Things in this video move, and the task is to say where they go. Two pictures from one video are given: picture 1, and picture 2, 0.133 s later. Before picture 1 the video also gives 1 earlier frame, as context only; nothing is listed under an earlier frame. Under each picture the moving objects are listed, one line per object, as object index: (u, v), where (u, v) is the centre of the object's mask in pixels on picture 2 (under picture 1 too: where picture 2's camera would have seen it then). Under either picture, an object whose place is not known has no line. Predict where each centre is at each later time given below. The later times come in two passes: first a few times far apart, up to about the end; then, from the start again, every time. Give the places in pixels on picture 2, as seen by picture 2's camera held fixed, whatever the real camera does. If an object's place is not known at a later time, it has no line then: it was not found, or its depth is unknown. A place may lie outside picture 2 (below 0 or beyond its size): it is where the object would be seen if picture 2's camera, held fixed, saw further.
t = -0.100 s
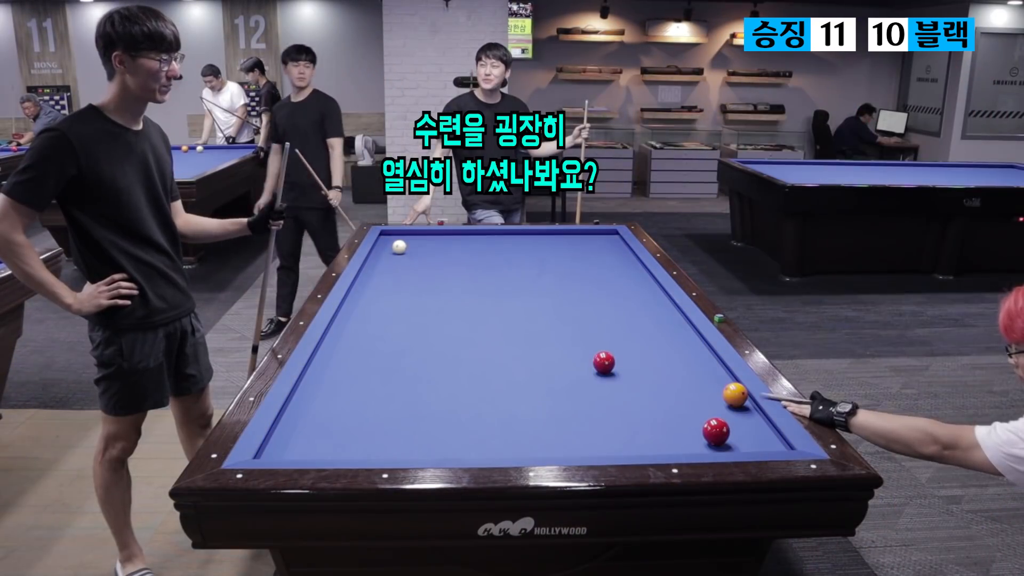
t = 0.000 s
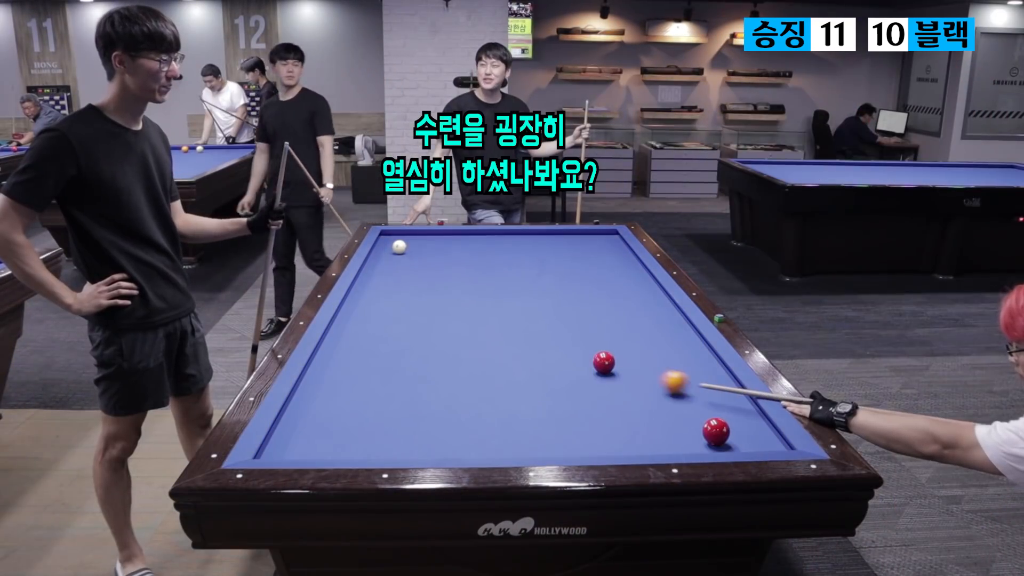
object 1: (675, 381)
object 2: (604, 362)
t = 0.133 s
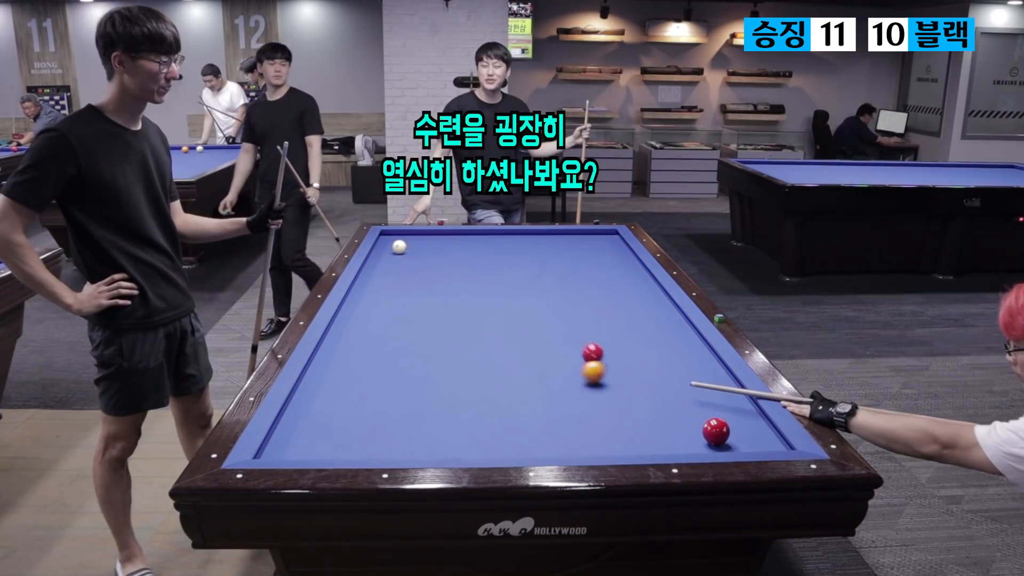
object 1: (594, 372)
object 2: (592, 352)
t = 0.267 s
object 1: (530, 376)
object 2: (567, 335)
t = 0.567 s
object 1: (381, 377)
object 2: (529, 307)
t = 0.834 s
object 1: (355, 380)
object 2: (501, 287)
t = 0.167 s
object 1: (578, 373)
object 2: (585, 349)
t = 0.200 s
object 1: (563, 375)
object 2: (579, 344)
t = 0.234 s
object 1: (547, 375)
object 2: (573, 339)
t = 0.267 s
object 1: (530, 376)
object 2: (567, 335)
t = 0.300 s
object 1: (514, 376)
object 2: (562, 331)
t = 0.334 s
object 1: (497, 376)
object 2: (557, 328)
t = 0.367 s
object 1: (480, 376)
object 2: (553, 325)
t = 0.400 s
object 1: (464, 377)
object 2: (549, 322)
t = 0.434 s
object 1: (447, 377)
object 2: (545, 319)
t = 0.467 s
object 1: (431, 377)
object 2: (541, 316)
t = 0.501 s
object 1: (414, 377)
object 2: (537, 312)
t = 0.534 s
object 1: (397, 377)
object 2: (533, 310)
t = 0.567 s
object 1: (381, 377)
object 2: (529, 307)
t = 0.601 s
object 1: (364, 377)
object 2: (525, 304)
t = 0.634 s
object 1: (348, 377)
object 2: (522, 302)
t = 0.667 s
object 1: (331, 377)
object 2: (518, 299)
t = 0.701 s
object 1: (315, 377)
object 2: (515, 297)
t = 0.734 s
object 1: (316, 378)
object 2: (511, 294)
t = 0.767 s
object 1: (330, 378)
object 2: (508, 291)
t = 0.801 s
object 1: (343, 379)
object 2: (505, 289)
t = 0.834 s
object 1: (355, 380)
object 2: (501, 287)
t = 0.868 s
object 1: (367, 381)
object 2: (498, 285)
